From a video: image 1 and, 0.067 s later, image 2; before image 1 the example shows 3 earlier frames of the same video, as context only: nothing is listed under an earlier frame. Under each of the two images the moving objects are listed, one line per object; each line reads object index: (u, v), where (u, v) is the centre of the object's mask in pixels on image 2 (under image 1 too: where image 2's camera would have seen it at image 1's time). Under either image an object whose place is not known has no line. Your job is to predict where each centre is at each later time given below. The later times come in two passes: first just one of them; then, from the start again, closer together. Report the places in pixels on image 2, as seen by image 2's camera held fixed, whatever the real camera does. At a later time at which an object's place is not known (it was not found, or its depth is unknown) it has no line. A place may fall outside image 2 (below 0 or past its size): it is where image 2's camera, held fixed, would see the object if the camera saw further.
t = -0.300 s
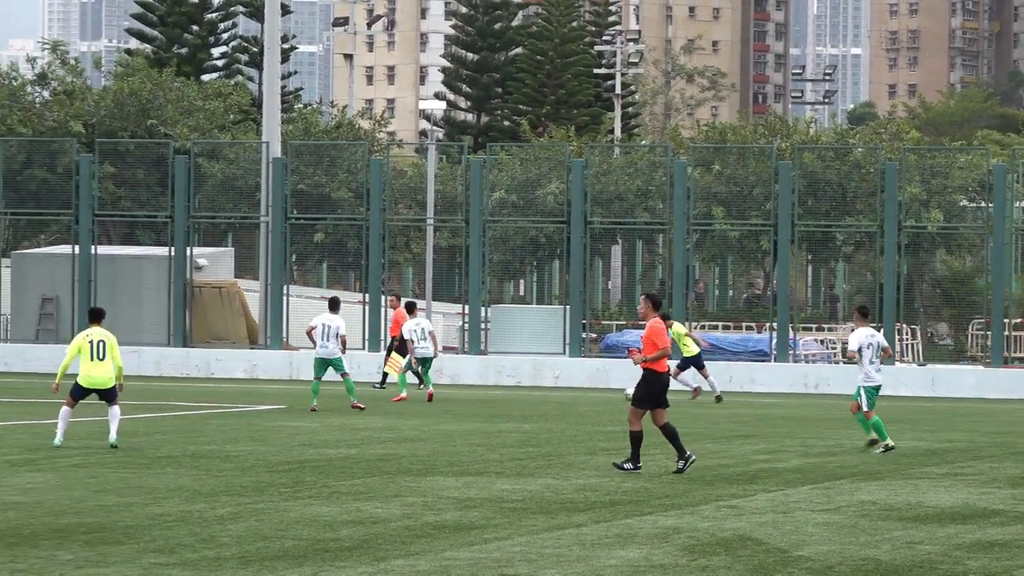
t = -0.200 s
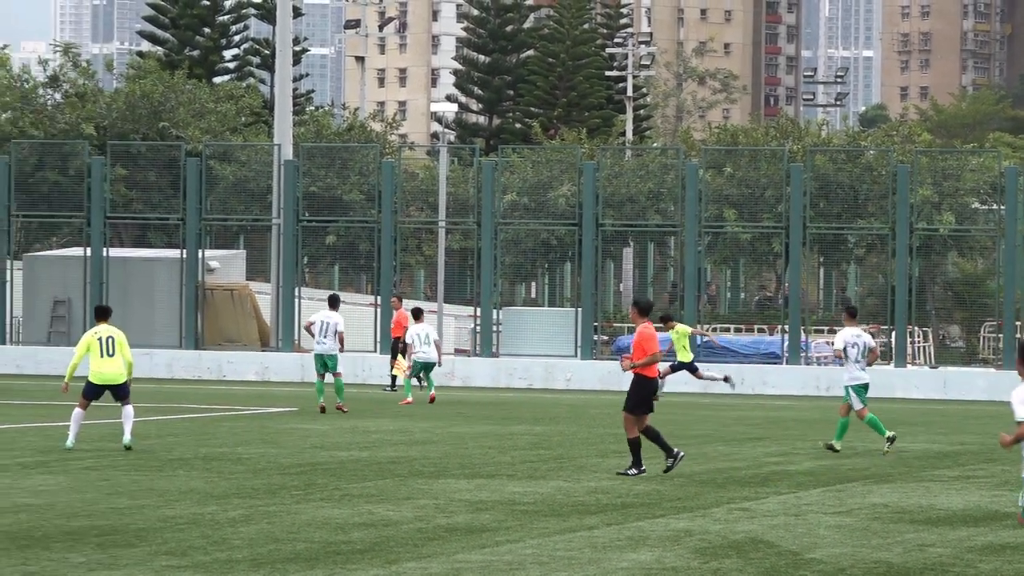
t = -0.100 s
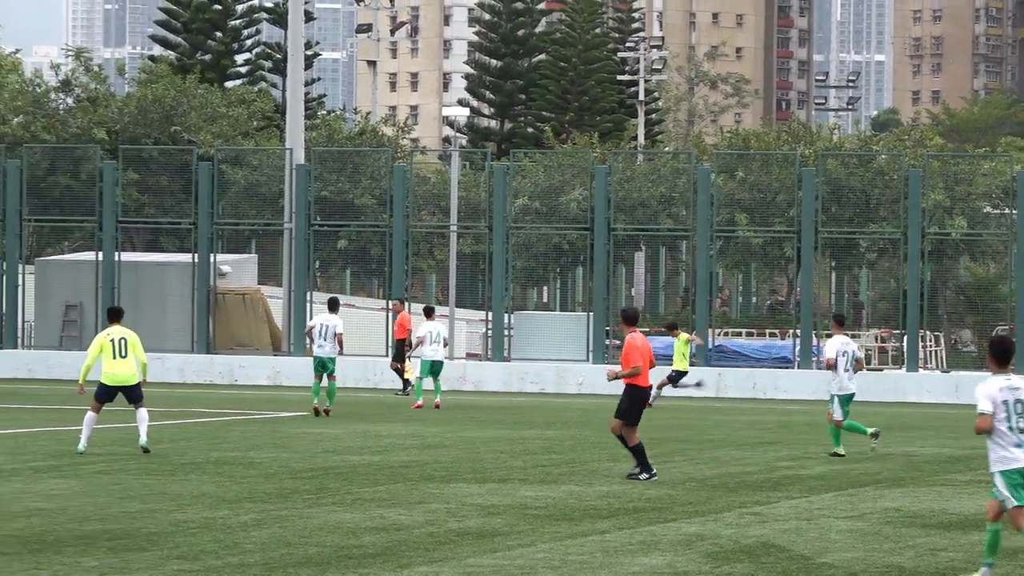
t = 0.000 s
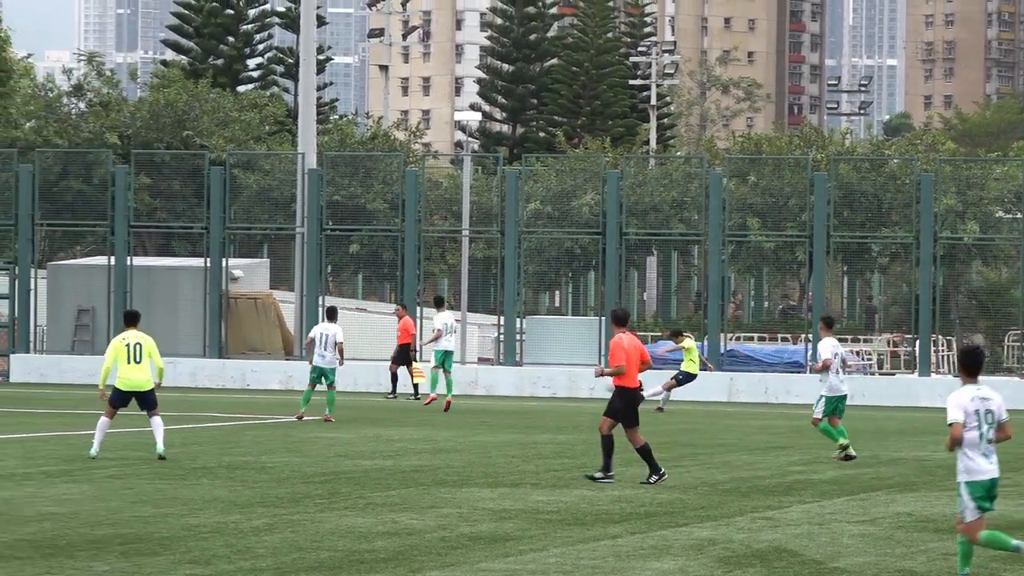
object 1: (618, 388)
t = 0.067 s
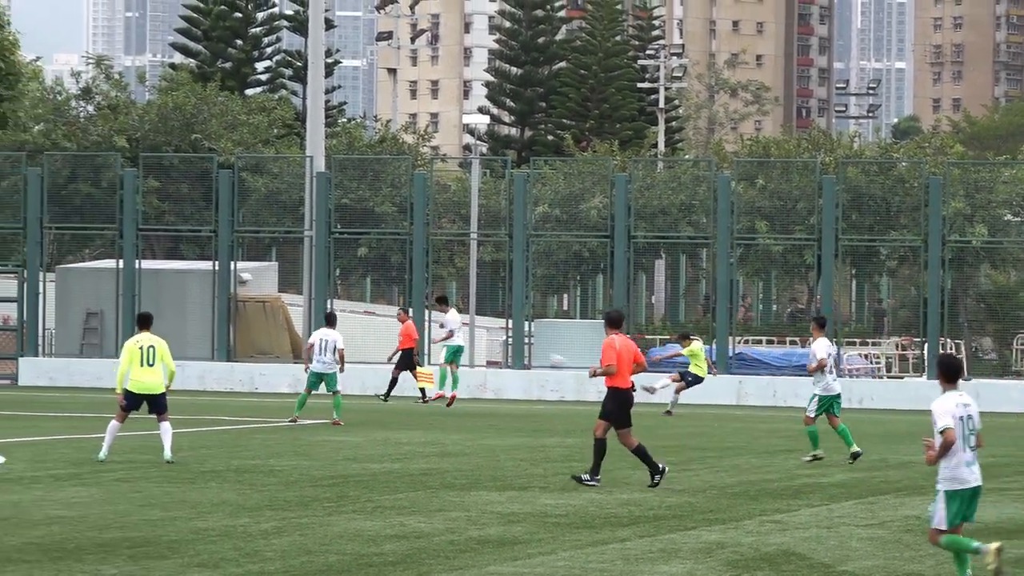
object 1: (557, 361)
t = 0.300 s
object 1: (334, 278)
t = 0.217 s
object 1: (412, 305)
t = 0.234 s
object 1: (396, 299)
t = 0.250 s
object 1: (380, 293)
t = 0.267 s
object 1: (365, 288)
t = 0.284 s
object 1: (349, 284)
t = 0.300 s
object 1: (334, 278)
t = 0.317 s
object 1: (318, 274)
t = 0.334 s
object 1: (302, 269)
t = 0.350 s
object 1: (287, 263)
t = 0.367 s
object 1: (271, 259)
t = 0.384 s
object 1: (255, 254)
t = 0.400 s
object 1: (240, 249)
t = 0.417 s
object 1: (224, 244)
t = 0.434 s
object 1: (209, 241)
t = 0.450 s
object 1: (194, 236)
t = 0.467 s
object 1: (178, 231)
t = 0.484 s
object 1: (162, 227)
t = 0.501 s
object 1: (147, 222)
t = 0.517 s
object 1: (131, 218)
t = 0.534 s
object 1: (116, 215)
